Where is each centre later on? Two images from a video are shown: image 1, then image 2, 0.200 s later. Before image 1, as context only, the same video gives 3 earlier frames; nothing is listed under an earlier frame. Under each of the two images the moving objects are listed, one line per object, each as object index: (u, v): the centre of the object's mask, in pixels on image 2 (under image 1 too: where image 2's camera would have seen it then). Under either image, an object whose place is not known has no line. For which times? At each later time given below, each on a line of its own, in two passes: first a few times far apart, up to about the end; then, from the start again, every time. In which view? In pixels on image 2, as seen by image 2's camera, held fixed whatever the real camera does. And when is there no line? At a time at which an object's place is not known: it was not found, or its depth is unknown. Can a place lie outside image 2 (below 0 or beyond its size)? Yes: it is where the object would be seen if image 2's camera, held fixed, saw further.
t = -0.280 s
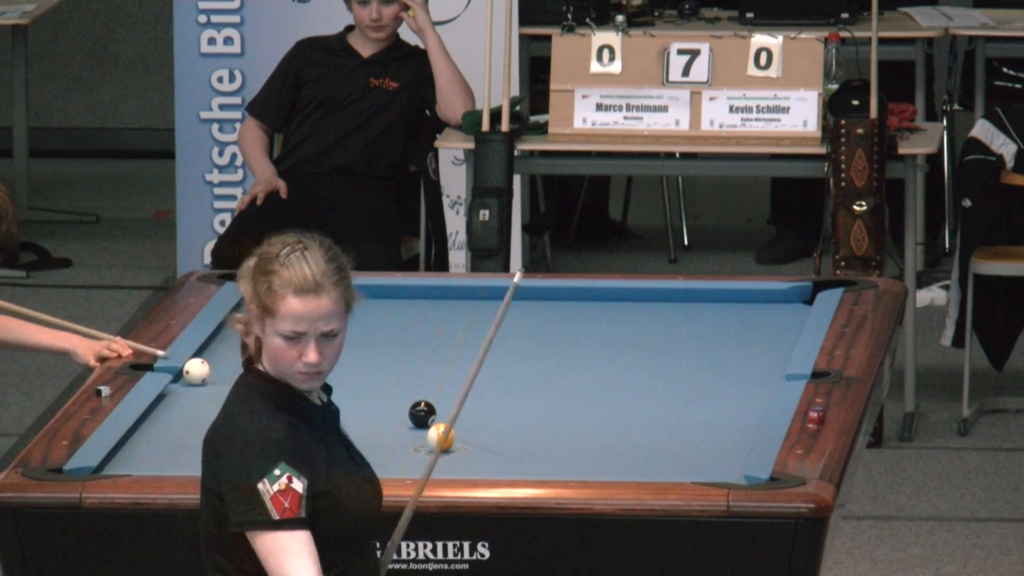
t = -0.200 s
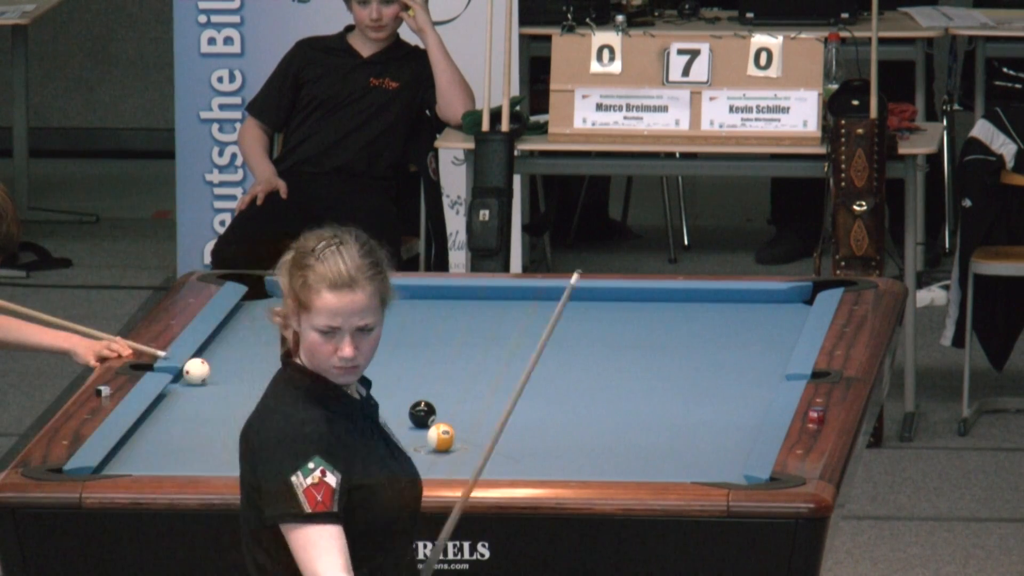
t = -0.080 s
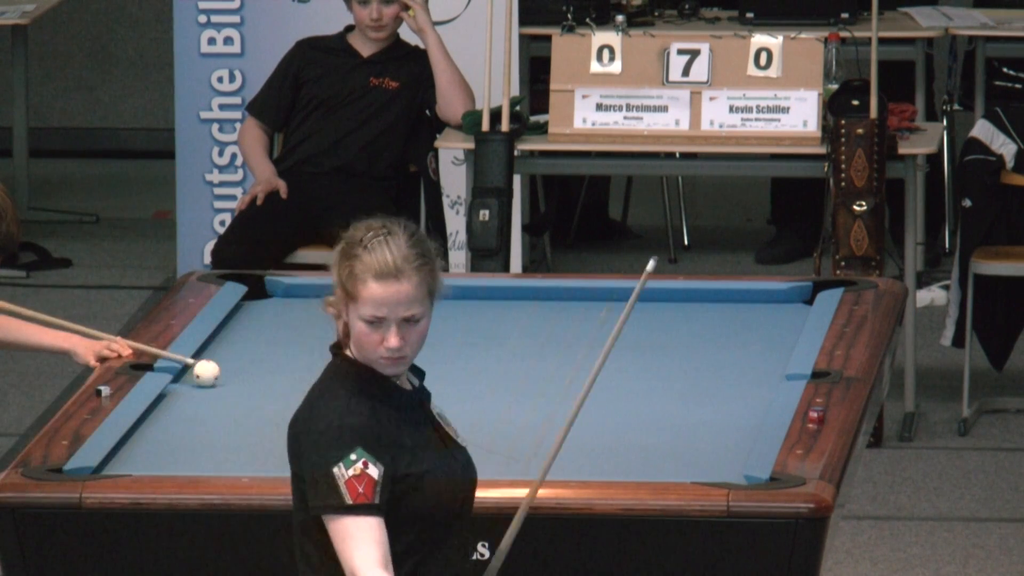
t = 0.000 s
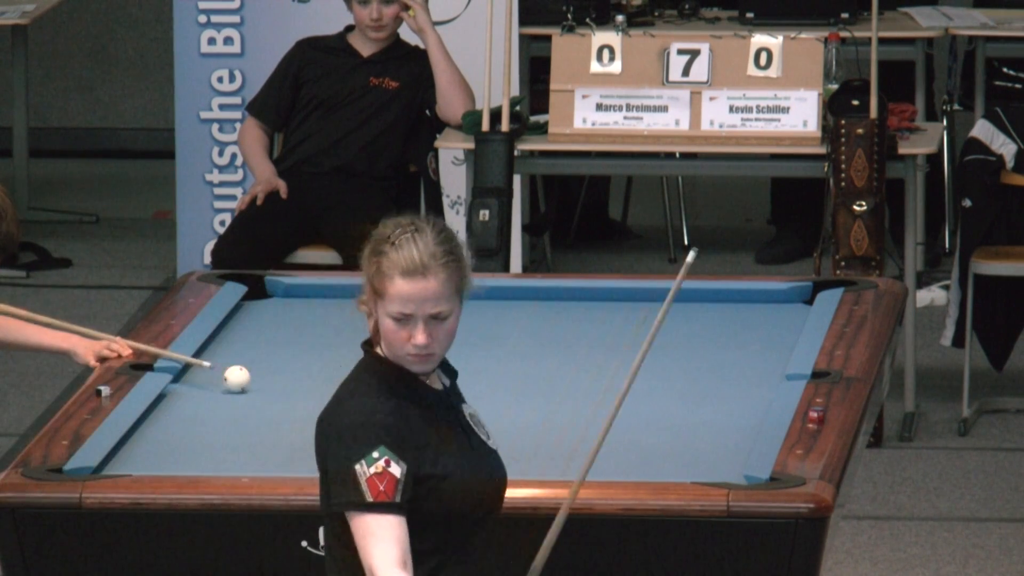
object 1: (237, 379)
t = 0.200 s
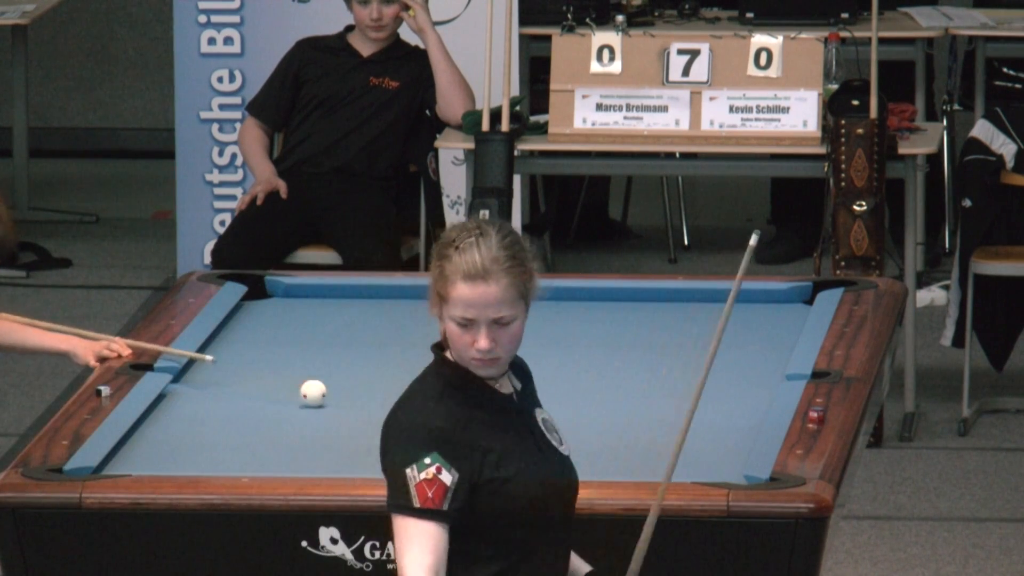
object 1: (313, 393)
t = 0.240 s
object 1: (328, 396)
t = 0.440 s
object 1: (402, 409)
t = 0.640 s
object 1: (418, 412)
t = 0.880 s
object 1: (440, 413)
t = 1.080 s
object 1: (458, 418)
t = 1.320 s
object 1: (475, 422)
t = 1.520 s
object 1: (489, 424)
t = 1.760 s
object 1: (504, 426)
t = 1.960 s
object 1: (515, 428)
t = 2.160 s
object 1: (526, 429)
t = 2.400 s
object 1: (535, 431)
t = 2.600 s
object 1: (543, 432)
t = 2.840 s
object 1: (549, 433)
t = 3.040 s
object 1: (553, 433)
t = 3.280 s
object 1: (556, 434)
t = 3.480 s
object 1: (557, 434)
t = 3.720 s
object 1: (557, 434)
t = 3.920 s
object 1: (557, 434)
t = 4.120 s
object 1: (557, 434)
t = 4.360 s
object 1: (557, 434)
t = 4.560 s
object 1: (557, 434)
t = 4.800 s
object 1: (557, 434)
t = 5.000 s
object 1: (557, 434)
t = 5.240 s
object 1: (557, 434)
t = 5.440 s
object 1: (557, 434)
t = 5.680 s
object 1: (557, 434)
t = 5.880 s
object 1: (557, 434)
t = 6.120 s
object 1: (557, 434)
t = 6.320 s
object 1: (557, 434)
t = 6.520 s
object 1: (557, 434)
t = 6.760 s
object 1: (557, 434)
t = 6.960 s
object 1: (557, 434)
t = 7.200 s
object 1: (557, 434)
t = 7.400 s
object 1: (557, 434)
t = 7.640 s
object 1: (557, 434)
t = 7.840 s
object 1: (557, 434)
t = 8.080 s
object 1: (557, 434)
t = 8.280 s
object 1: (557, 434)
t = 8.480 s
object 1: (557, 434)
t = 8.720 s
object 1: (557, 434)
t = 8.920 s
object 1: (557, 434)
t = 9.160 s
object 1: (557, 434)
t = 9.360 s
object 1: (557, 434)
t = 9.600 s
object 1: (557, 434)
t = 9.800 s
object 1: (557, 434)
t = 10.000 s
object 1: (557, 434)
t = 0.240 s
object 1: (328, 396)
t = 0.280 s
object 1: (343, 399)
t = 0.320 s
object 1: (359, 402)
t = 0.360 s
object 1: (374, 405)
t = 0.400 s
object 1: (389, 407)
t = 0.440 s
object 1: (402, 409)
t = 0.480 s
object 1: (406, 410)
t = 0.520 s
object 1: (407, 411)
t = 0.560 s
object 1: (411, 411)
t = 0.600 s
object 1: (415, 412)
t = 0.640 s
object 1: (418, 412)
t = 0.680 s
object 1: (422, 413)
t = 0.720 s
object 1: (426, 413)
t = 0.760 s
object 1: (429, 413)
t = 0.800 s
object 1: (432, 413)
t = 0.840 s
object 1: (436, 414)
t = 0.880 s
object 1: (440, 413)
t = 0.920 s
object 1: (444, 413)
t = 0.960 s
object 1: (448, 414)
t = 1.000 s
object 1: (452, 416)
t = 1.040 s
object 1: (455, 417)
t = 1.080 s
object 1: (458, 418)
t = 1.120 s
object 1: (460, 419)
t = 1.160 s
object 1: (464, 419)
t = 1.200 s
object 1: (466, 421)
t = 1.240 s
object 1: (470, 421)
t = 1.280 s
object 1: (473, 421)
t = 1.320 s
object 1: (475, 422)
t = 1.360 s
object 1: (478, 422)
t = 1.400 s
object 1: (482, 423)
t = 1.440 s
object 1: (484, 423)
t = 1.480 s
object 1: (487, 424)
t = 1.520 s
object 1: (489, 424)
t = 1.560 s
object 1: (492, 424)
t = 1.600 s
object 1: (495, 424)
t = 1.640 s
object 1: (497, 425)
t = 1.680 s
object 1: (499, 425)
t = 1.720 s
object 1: (502, 426)
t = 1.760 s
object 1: (504, 426)
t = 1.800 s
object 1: (507, 426)
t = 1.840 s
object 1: (509, 426)
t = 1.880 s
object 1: (511, 427)
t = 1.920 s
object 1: (513, 427)
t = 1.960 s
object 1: (515, 428)
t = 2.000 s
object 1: (517, 428)
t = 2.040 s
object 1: (520, 428)
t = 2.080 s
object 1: (521, 429)
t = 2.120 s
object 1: (523, 429)
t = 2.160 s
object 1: (526, 429)
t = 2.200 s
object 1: (527, 429)
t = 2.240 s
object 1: (529, 430)
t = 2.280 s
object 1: (531, 430)
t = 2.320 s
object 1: (532, 430)
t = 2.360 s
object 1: (534, 430)
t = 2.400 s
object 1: (535, 431)
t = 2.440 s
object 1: (537, 431)
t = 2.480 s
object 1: (538, 431)
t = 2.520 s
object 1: (539, 432)
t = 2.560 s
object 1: (541, 432)
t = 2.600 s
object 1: (543, 432)
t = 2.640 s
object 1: (544, 432)
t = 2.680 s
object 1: (545, 432)
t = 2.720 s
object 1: (546, 433)
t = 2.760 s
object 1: (547, 433)
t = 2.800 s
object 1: (548, 433)
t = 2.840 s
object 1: (549, 433)
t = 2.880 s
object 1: (550, 433)
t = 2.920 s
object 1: (550, 433)
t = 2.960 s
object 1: (551, 433)
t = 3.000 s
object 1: (552, 434)
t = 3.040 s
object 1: (553, 433)
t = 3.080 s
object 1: (553, 434)
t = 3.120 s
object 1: (554, 434)
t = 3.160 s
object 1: (554, 434)
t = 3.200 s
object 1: (555, 434)
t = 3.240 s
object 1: (555, 434)
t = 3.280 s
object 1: (556, 434)
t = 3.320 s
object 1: (556, 434)
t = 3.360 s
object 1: (556, 434)
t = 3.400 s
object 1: (556, 434)
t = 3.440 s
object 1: (556, 434)
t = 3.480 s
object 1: (557, 434)
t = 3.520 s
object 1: (557, 434)
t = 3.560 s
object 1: (557, 434)
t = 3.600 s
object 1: (557, 434)
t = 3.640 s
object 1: (557, 434)
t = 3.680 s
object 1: (557, 434)
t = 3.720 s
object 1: (557, 434)
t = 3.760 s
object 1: (557, 434)
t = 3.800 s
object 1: (557, 434)
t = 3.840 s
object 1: (557, 434)
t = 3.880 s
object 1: (557, 434)
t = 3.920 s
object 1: (557, 434)
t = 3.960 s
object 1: (557, 434)
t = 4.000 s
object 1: (557, 434)
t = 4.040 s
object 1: (557, 434)
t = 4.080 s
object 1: (557, 434)
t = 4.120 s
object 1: (557, 434)
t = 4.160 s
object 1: (557, 434)
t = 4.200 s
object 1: (557, 434)
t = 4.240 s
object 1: (557, 434)
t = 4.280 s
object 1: (557, 434)
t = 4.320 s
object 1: (557, 433)
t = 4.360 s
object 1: (557, 434)
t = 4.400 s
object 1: (557, 434)
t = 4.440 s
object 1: (557, 434)
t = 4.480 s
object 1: (557, 434)
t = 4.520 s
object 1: (557, 434)
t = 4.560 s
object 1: (557, 434)
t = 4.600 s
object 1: (557, 434)
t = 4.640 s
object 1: (557, 434)
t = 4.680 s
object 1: (557, 434)
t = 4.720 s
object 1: (557, 434)
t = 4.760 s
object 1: (557, 434)
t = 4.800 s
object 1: (557, 434)
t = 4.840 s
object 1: (557, 434)
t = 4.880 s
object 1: (557, 434)
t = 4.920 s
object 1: (557, 434)
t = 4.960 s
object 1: (557, 434)
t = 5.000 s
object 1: (557, 434)
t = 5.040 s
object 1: (557, 434)
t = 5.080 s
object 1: (557, 434)
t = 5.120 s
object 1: (557, 434)
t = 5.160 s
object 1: (557, 434)
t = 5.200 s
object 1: (557, 434)
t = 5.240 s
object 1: (557, 434)
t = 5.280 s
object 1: (557, 434)
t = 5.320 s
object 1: (557, 434)
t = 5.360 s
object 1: (557, 434)
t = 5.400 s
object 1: (557, 434)
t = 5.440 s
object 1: (557, 434)
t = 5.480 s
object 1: (557, 434)
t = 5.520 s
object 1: (557, 434)
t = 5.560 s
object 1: (557, 434)
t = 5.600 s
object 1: (557, 434)
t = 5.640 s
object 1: (557, 434)
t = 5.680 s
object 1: (557, 434)
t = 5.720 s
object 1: (557, 434)
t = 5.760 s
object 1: (557, 434)
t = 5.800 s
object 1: (557, 434)
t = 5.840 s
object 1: (557, 434)
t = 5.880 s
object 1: (557, 434)
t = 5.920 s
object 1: (557, 434)
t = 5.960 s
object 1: (557, 434)
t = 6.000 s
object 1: (557, 434)
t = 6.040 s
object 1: (557, 434)
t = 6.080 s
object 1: (557, 434)
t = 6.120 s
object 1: (557, 434)
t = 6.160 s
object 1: (557, 434)
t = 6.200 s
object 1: (557, 434)
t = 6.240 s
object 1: (557, 434)
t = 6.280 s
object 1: (557, 434)
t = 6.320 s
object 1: (557, 434)
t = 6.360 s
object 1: (557, 434)
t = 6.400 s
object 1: (557, 434)
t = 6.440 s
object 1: (557, 434)
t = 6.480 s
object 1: (557, 434)
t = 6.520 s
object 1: (557, 434)
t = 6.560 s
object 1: (557, 434)
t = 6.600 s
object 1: (557, 434)
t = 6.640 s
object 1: (557, 434)
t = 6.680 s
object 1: (557, 434)
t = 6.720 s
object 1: (557, 434)
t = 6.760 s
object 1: (557, 434)
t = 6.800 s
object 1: (557, 434)
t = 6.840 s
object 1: (557, 434)
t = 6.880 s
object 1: (557, 434)
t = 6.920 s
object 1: (557, 434)
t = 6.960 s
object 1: (557, 434)
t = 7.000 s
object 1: (557, 434)
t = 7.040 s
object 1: (557, 434)
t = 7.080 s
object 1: (557, 434)
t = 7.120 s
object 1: (557, 434)
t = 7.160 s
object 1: (557, 434)
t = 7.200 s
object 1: (557, 434)
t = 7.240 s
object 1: (557, 434)
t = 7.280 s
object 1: (557, 434)
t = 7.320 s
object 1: (557, 434)
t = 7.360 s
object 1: (557, 434)
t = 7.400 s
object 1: (557, 434)
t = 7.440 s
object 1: (557, 434)
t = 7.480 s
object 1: (557, 434)
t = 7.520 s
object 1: (557, 434)
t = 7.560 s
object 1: (557, 434)
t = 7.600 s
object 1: (557, 434)
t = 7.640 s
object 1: (557, 434)
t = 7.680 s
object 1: (557, 434)
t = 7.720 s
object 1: (557, 434)
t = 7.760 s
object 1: (557, 434)
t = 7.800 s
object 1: (557, 434)
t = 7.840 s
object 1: (557, 434)
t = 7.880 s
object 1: (557, 434)
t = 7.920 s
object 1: (557, 434)
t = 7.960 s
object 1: (557, 434)
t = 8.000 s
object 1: (557, 434)
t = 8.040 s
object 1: (557, 434)
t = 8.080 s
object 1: (557, 434)
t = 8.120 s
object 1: (557, 434)
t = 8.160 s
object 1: (557, 434)
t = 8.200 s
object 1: (557, 434)
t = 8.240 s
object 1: (557, 434)
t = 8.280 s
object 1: (557, 434)
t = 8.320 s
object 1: (557, 434)
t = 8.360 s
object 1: (557, 434)
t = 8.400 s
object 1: (557, 434)
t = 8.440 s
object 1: (557, 434)
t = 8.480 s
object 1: (557, 434)
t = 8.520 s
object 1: (557, 434)
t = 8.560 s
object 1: (557, 434)
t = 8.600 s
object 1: (557, 434)
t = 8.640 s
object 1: (557, 434)
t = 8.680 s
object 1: (557, 434)
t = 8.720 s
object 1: (557, 434)
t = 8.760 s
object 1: (557, 434)
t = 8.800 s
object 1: (557, 434)
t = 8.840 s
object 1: (557, 434)
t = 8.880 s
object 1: (557, 434)
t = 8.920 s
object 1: (557, 434)
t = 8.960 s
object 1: (557, 434)
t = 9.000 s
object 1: (557, 434)
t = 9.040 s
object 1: (557, 434)
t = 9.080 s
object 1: (557, 434)
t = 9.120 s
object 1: (557, 434)
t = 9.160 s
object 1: (557, 434)
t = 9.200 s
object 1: (557, 434)
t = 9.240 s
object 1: (557, 434)
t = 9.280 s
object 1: (557, 434)
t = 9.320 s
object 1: (557, 434)
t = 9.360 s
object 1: (557, 434)
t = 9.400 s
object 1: (557, 434)
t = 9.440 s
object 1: (557, 434)
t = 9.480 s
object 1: (557, 434)
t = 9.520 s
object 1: (557, 434)
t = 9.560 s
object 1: (557, 434)
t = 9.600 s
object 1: (557, 434)
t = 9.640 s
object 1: (557, 434)
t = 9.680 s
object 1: (557, 434)
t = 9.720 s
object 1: (557, 434)
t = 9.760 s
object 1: (557, 434)
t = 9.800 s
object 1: (557, 434)
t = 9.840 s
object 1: (557, 434)
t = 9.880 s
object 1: (557, 434)
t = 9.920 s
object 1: (557, 434)
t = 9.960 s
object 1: (557, 434)
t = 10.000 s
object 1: (557, 434)
